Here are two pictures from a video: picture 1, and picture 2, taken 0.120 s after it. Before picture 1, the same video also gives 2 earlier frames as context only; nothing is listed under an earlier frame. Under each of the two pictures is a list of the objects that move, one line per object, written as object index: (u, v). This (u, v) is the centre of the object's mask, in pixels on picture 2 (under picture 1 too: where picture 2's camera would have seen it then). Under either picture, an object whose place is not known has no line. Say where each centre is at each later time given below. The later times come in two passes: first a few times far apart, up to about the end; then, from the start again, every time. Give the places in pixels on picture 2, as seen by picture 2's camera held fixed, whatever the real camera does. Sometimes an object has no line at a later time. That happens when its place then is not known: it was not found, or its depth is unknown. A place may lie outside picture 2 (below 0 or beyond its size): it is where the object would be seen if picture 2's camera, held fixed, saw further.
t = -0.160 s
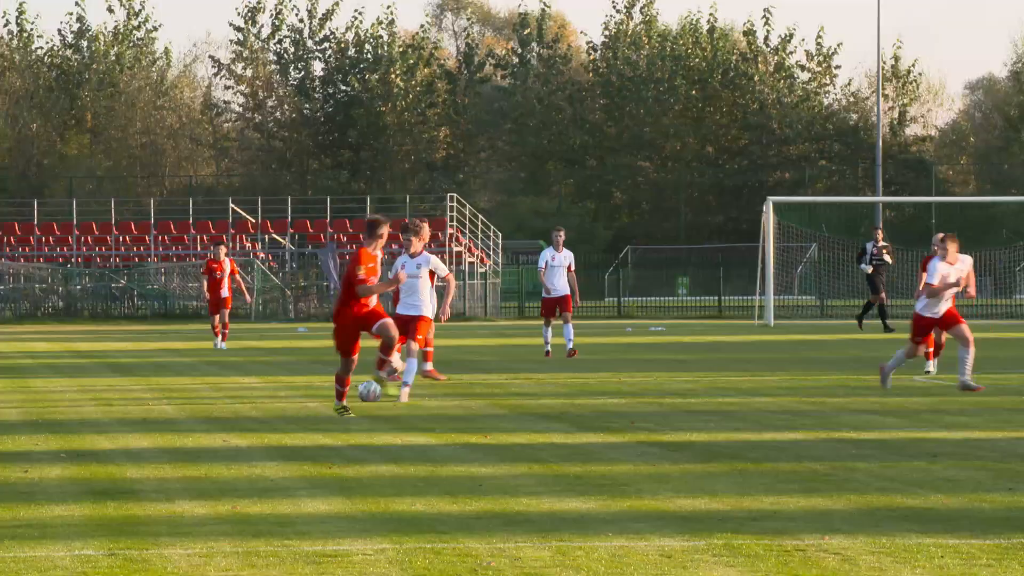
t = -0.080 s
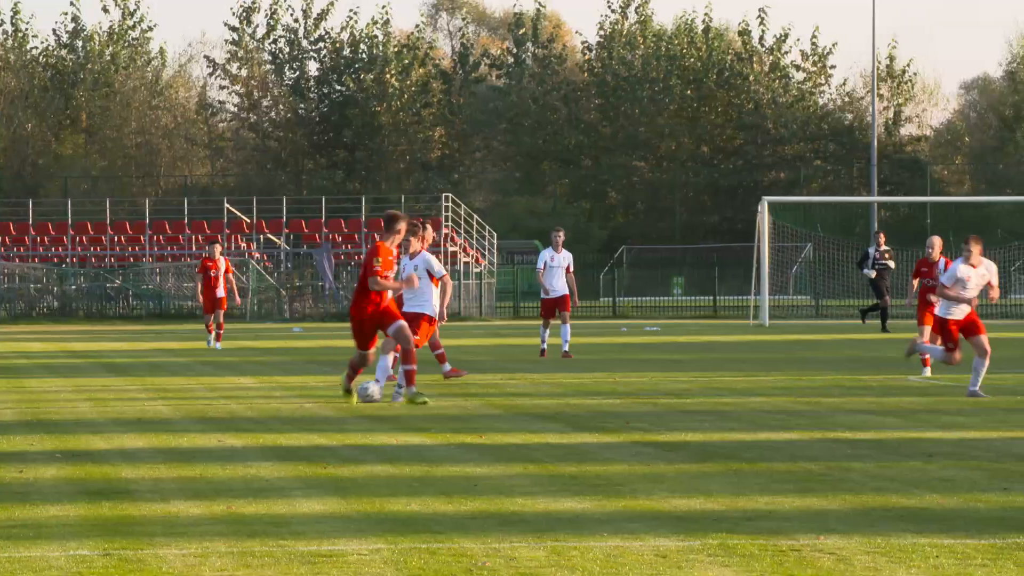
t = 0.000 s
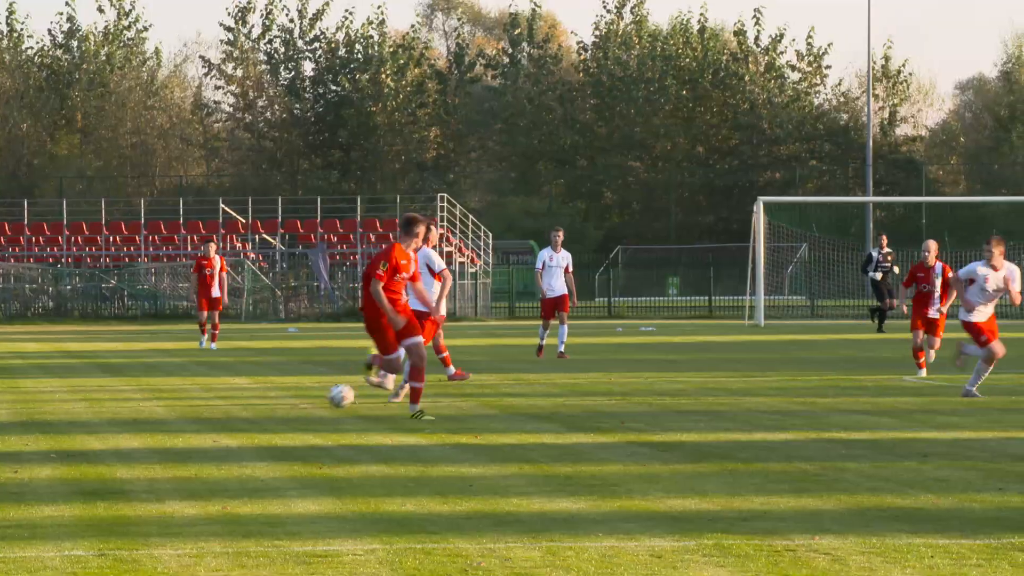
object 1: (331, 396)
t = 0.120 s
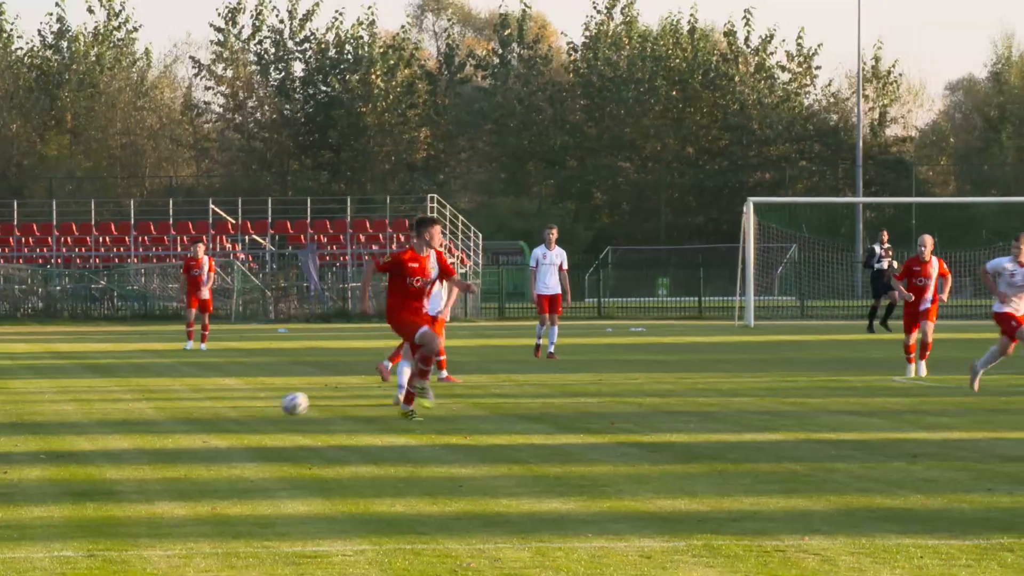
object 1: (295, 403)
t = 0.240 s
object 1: (261, 408)
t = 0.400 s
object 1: (217, 416)
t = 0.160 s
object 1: (283, 405)
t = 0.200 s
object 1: (271, 407)
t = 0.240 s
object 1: (261, 408)
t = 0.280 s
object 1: (249, 408)
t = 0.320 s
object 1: (238, 410)
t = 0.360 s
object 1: (227, 414)
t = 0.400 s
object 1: (217, 416)
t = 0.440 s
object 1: (206, 416)
